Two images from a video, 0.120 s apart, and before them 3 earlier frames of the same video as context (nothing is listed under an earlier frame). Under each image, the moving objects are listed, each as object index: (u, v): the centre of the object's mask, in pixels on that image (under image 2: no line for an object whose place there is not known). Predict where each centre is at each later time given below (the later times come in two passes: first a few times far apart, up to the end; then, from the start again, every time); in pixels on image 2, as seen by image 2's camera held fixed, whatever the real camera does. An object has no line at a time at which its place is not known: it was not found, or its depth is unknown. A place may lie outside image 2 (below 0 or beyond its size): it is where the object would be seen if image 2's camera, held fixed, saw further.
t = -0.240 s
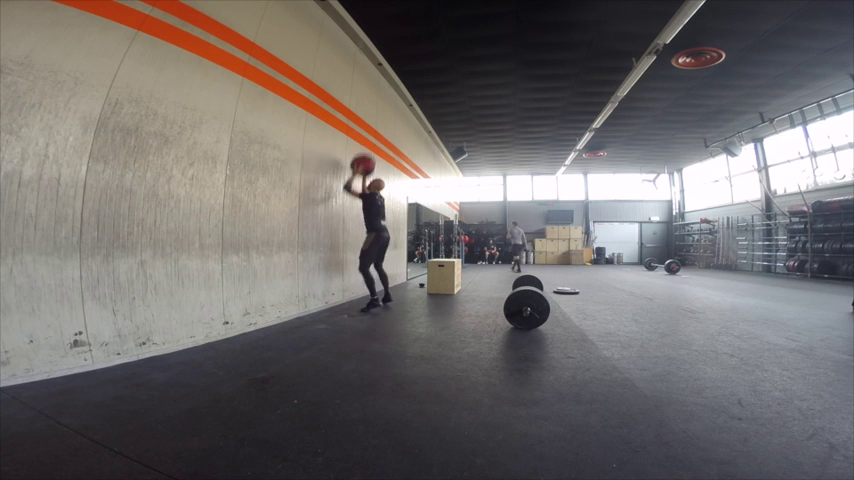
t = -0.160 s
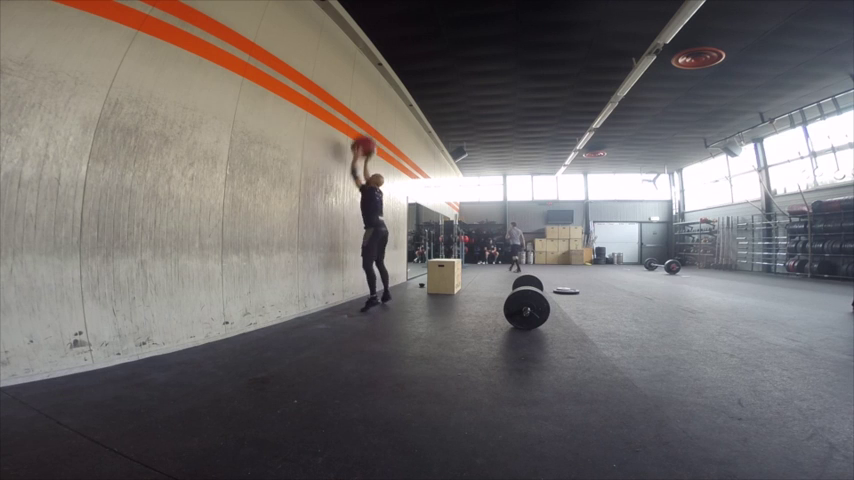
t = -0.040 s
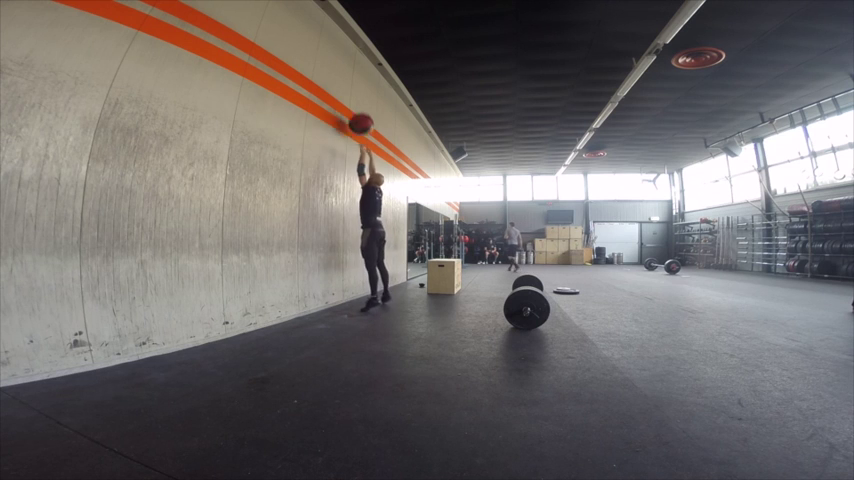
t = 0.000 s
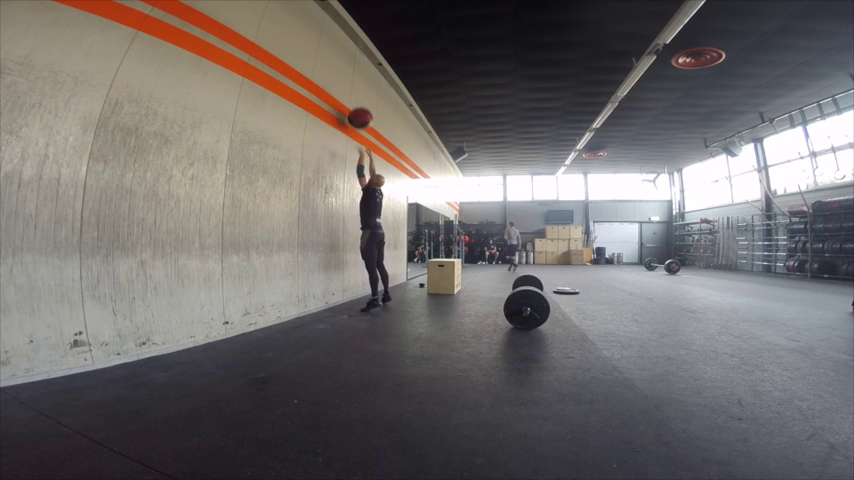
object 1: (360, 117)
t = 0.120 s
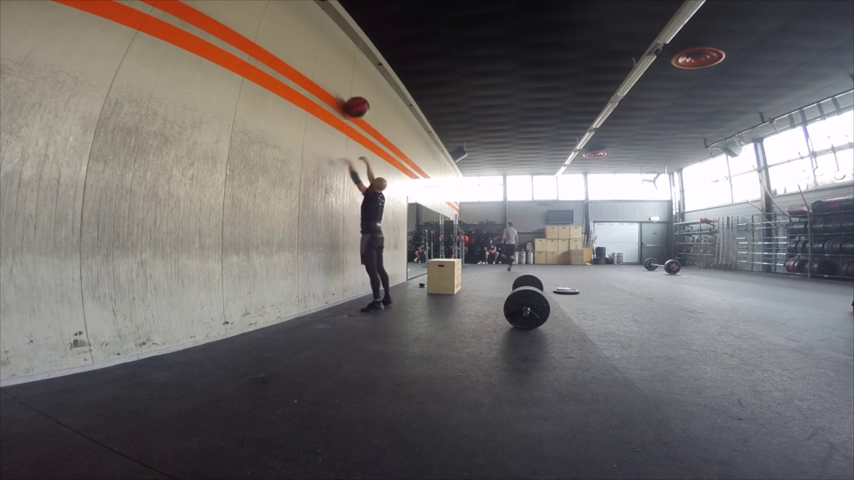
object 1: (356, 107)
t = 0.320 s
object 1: (356, 105)
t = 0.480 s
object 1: (358, 119)
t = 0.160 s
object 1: (355, 105)
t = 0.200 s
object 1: (354, 104)
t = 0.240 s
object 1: (354, 103)
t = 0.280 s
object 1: (355, 104)
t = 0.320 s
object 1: (356, 105)
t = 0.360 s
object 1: (356, 107)
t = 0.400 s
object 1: (356, 110)
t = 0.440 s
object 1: (357, 114)
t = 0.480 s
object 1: (358, 119)
